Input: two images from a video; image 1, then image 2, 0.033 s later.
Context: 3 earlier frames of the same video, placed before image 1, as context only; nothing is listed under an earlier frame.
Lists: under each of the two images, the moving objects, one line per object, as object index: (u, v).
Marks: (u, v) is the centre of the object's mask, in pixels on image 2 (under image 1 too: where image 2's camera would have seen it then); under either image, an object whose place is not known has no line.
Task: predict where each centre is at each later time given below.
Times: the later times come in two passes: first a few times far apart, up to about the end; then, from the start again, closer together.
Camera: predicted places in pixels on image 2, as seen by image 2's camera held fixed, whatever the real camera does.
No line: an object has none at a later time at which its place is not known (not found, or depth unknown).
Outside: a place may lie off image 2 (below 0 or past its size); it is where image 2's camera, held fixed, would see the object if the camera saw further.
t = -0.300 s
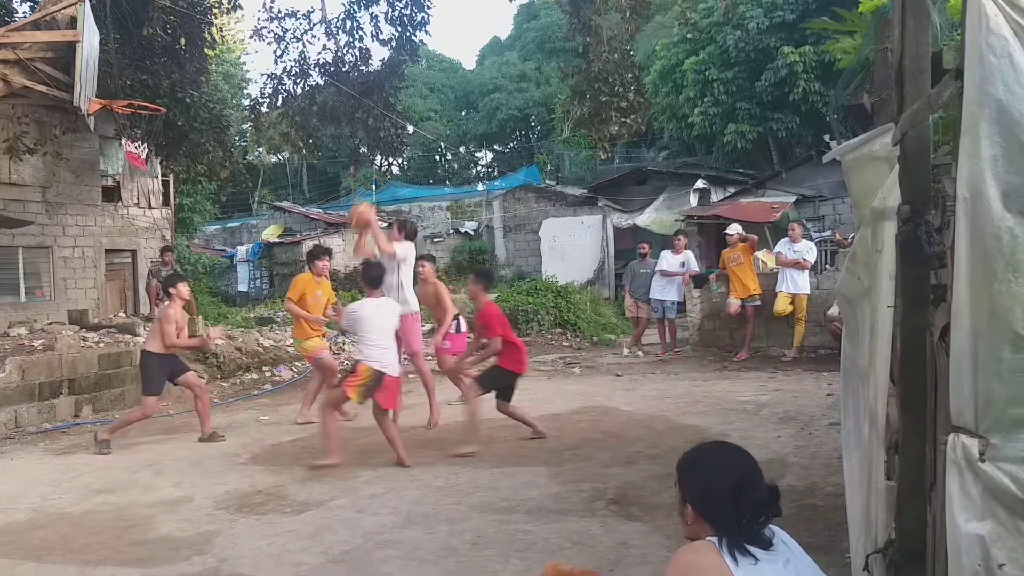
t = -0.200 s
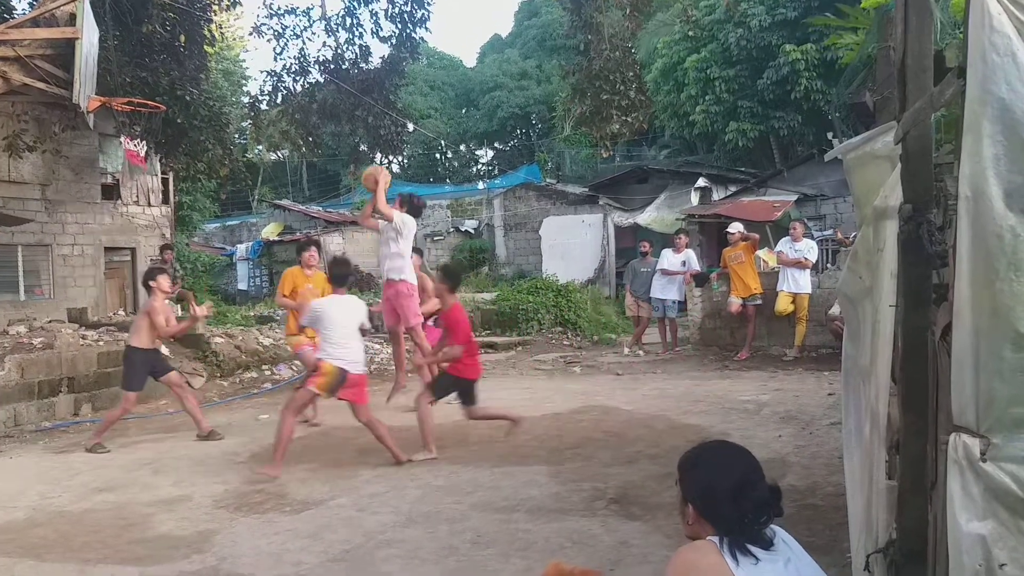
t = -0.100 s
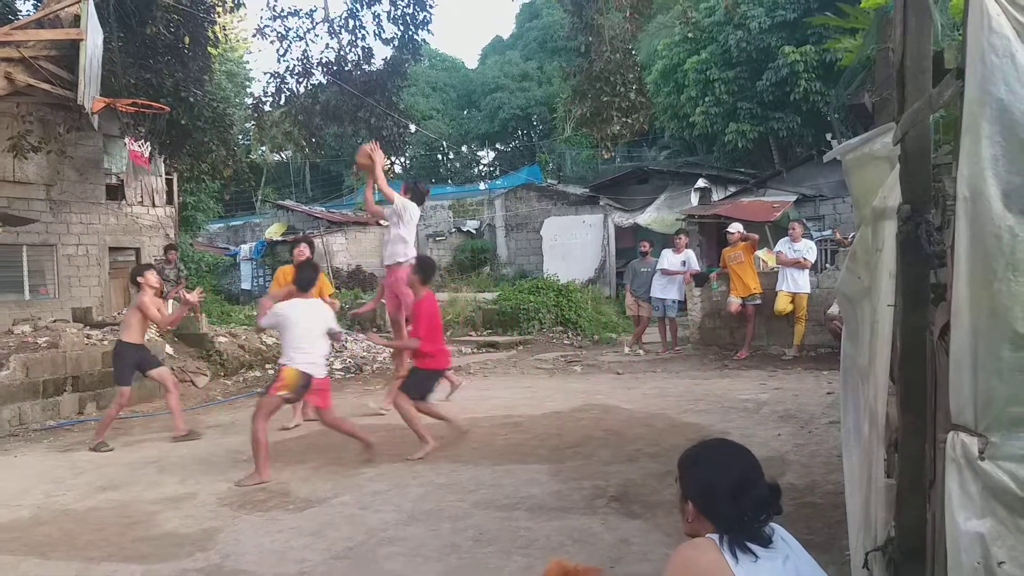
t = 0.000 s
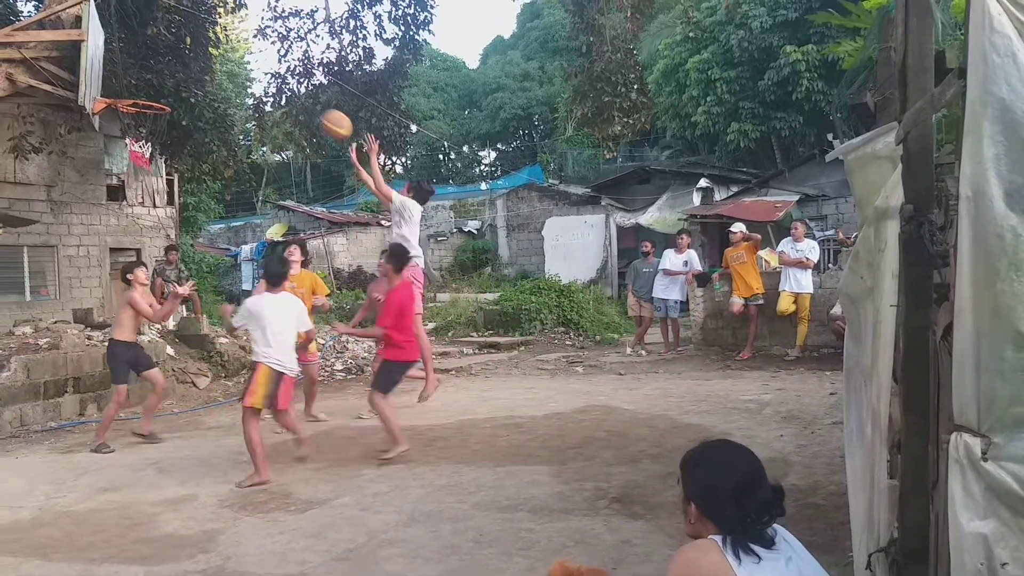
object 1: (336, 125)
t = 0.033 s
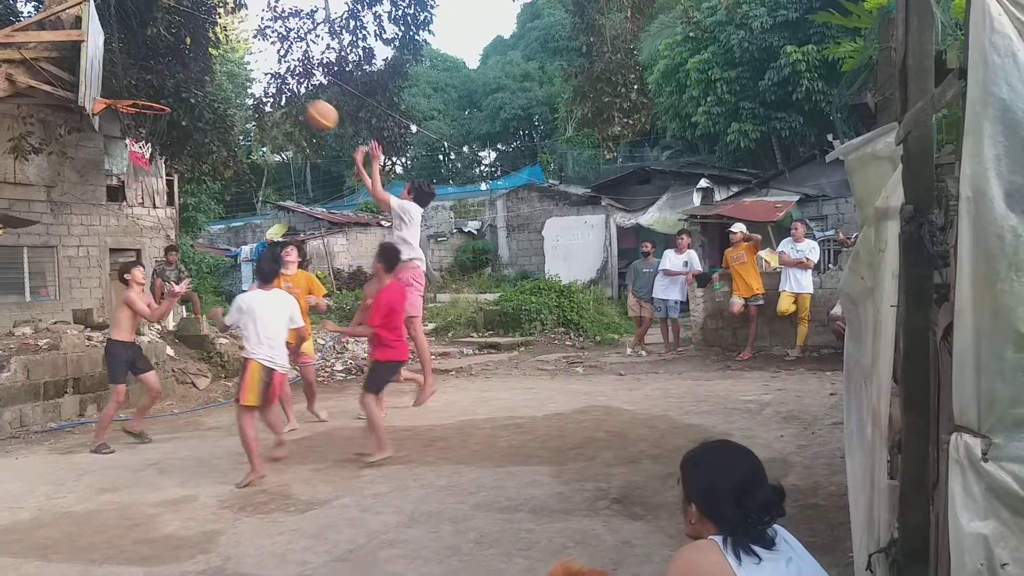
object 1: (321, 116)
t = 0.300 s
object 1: (212, 82)
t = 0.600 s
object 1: (120, 134)
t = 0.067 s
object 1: (308, 107)
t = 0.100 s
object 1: (296, 100)
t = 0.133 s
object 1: (281, 94)
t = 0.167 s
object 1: (268, 89)
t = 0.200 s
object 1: (252, 85)
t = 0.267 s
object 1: (227, 81)
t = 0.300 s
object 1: (212, 82)
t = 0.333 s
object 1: (199, 83)
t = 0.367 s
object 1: (185, 86)
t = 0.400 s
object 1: (172, 90)
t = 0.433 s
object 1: (159, 93)
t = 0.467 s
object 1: (144, 103)
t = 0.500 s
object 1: (133, 111)
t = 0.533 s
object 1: (127, 119)
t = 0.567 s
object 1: (122, 127)
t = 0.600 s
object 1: (120, 134)
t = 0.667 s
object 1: (122, 156)
